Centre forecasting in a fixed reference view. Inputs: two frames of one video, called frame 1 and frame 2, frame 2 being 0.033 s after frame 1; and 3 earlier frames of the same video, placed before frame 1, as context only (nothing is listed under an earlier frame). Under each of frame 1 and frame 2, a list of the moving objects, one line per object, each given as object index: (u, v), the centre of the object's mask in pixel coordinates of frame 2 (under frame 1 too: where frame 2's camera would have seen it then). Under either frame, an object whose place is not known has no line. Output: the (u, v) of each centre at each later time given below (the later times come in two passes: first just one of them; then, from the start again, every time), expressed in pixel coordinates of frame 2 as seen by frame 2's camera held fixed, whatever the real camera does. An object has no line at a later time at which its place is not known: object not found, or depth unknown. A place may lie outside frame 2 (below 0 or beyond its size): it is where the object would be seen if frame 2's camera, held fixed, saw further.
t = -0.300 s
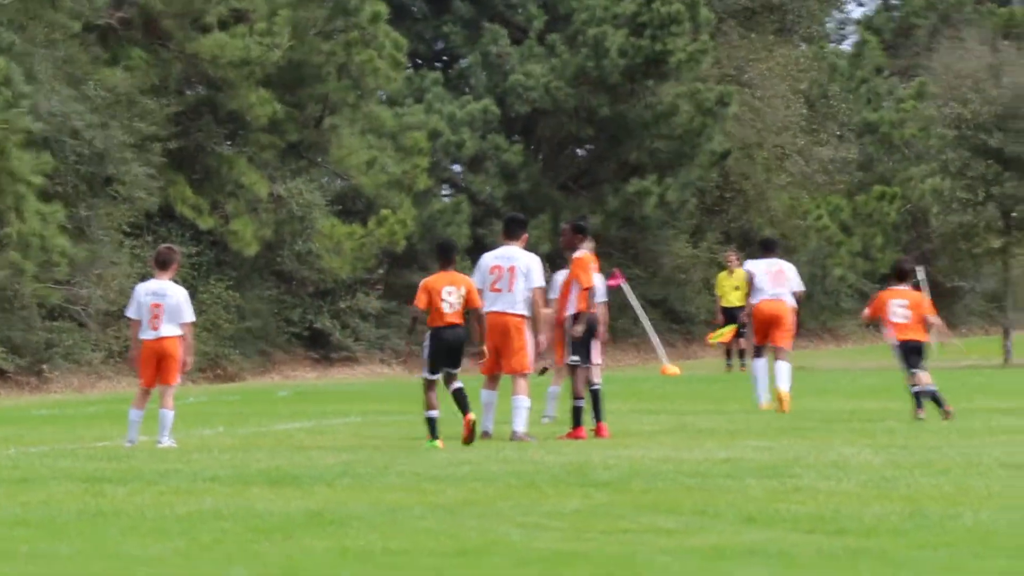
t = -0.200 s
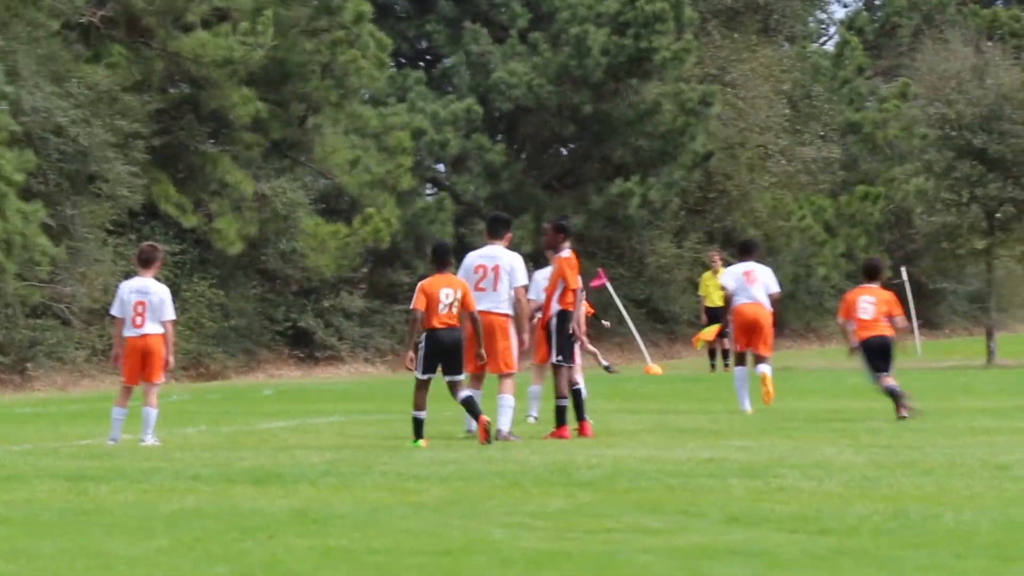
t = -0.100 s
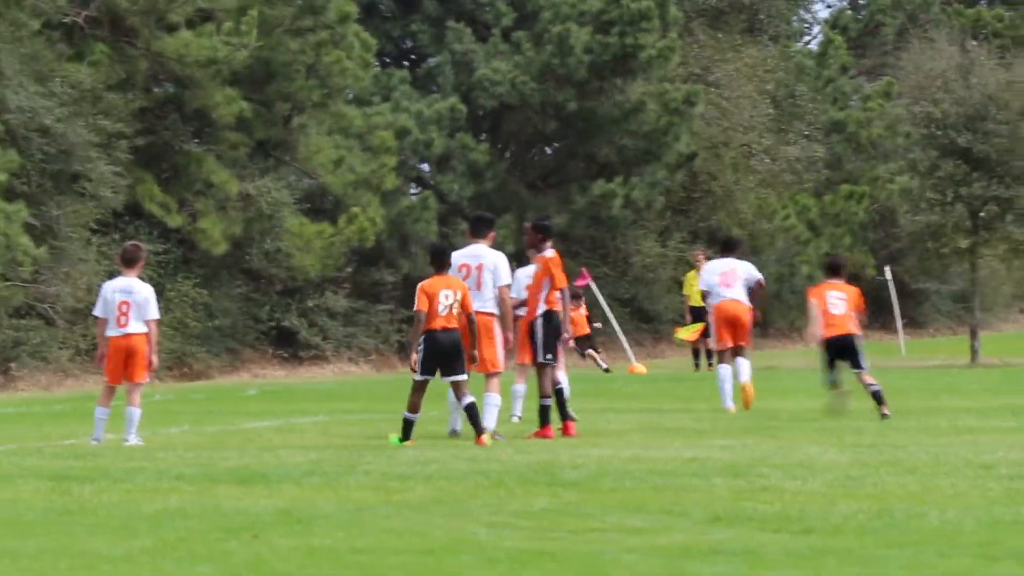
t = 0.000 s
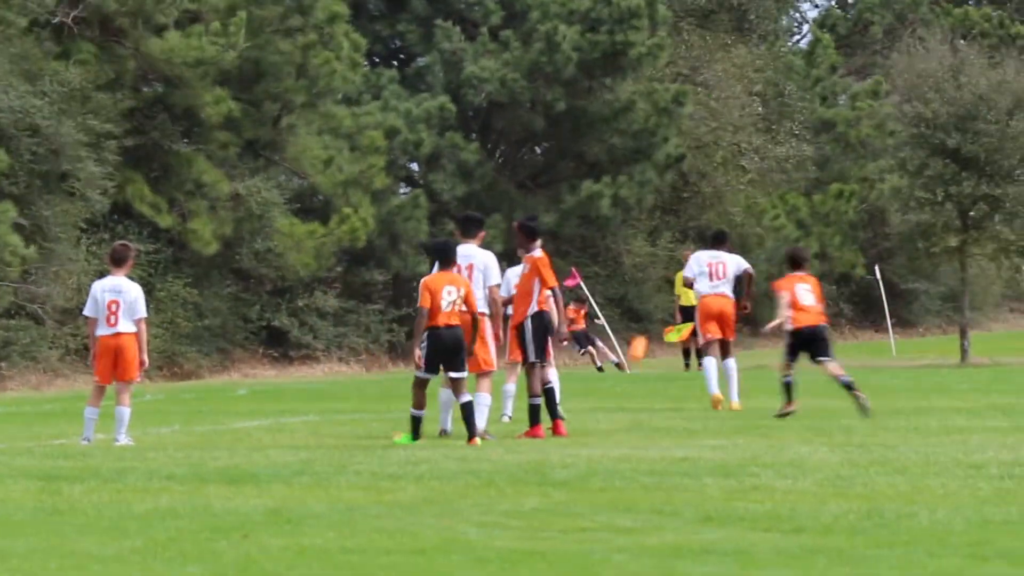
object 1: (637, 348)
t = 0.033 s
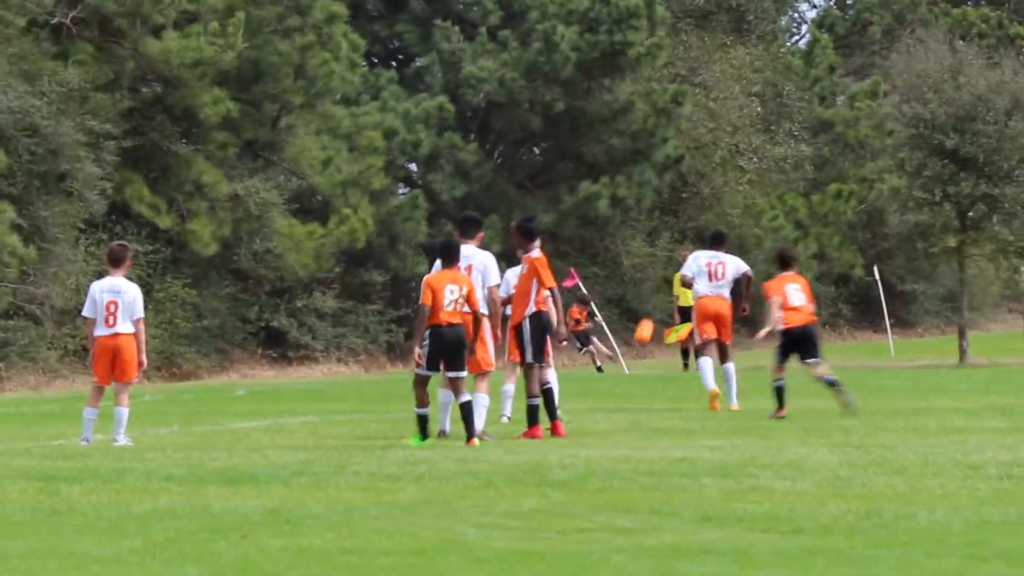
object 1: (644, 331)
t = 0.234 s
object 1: (682, 233)
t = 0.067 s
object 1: (652, 314)
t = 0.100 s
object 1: (659, 296)
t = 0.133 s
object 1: (665, 280)
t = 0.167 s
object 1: (671, 263)
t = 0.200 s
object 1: (678, 248)
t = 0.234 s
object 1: (682, 233)
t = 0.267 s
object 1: (687, 218)
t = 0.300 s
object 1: (692, 204)
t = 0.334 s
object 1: (697, 190)
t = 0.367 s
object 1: (701, 176)
